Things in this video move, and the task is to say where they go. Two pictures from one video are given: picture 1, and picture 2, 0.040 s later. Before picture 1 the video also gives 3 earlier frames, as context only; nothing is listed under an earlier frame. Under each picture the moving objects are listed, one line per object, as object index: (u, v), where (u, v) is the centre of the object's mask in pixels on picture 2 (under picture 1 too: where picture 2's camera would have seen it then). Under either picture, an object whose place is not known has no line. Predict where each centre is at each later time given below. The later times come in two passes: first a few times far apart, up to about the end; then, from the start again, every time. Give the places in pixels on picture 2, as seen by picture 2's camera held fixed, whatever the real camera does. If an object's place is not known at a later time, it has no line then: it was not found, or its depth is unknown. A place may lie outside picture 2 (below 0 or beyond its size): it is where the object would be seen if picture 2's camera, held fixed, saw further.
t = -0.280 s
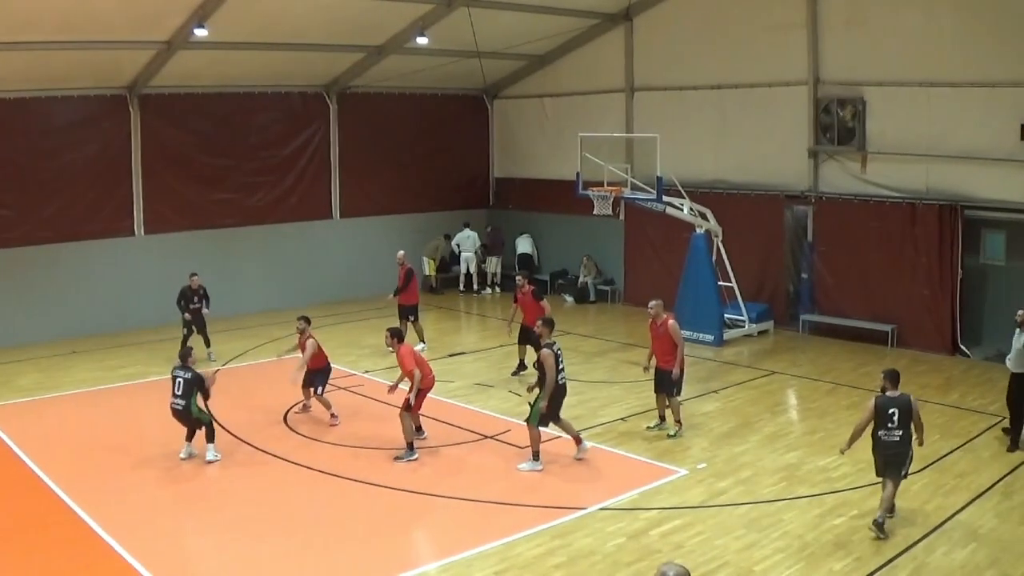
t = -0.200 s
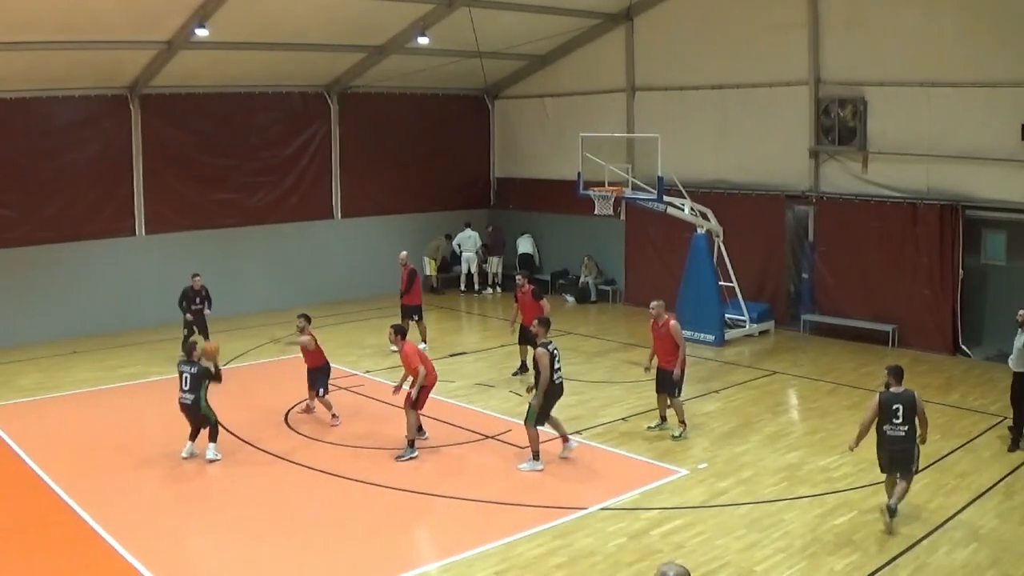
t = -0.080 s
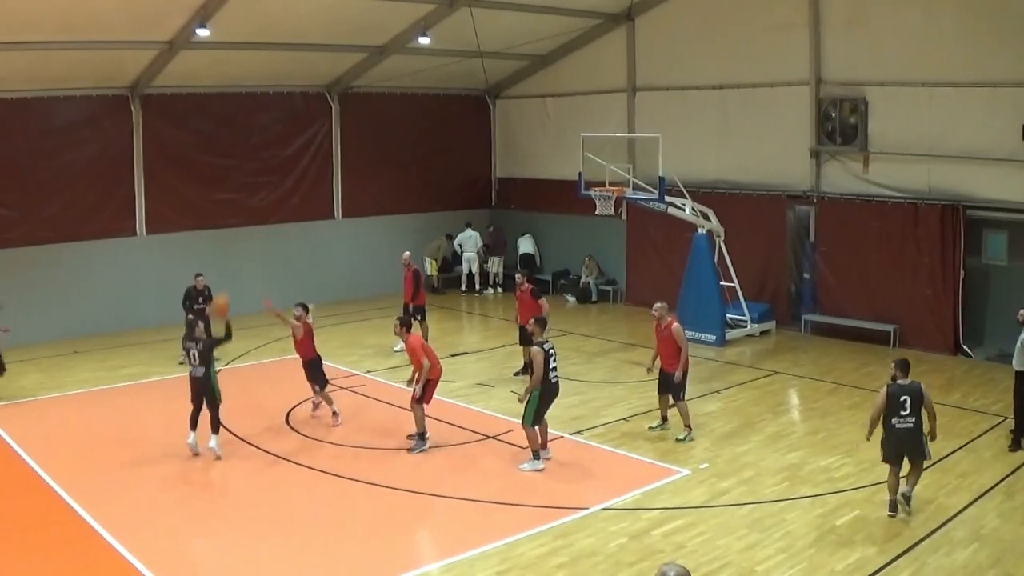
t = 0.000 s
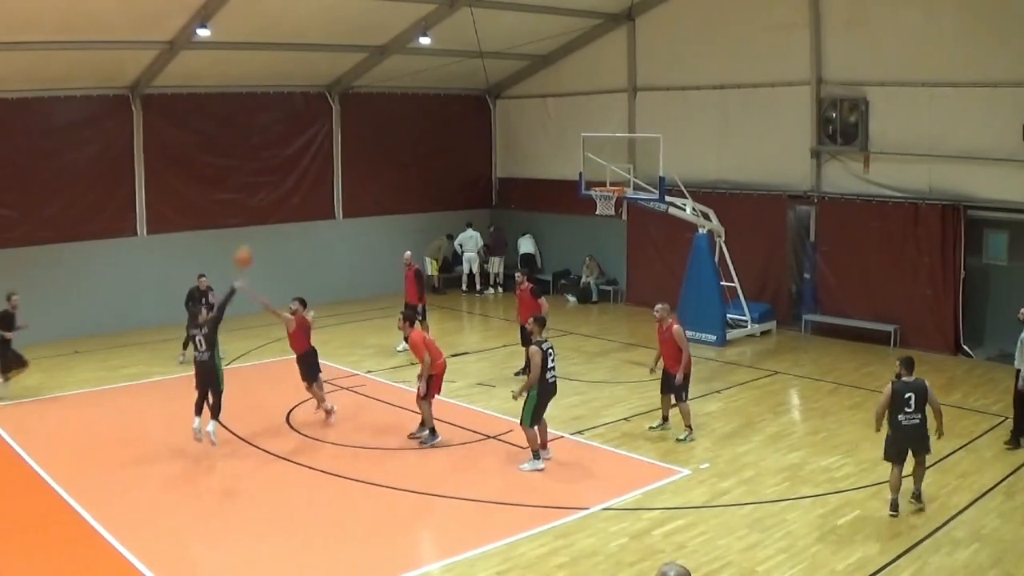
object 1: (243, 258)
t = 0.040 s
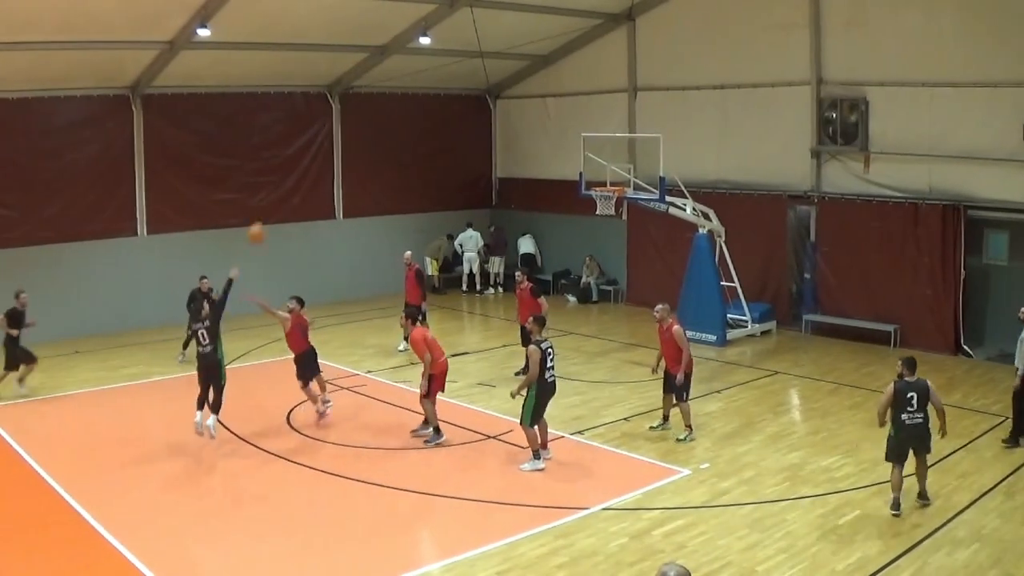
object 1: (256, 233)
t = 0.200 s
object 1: (306, 157)
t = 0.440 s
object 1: (376, 86)
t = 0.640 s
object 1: (427, 62)
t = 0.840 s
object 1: (471, 67)
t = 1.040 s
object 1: (514, 95)
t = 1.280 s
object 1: (565, 157)
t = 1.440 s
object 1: (587, 209)
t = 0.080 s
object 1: (269, 213)
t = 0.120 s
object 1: (281, 192)
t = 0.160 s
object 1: (294, 175)
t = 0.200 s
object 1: (306, 157)
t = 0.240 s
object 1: (319, 142)
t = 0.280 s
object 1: (330, 128)
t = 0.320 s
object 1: (343, 116)
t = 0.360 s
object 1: (354, 104)
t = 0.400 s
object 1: (365, 95)
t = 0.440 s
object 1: (376, 86)
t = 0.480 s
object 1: (388, 78)
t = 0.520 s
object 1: (398, 71)
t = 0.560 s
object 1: (409, 67)
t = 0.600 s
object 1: (417, 65)
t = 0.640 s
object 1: (427, 62)
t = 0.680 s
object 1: (436, 60)
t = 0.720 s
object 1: (445, 61)
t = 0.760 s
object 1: (455, 61)
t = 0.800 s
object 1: (462, 64)
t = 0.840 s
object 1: (471, 67)
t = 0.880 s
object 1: (480, 71)
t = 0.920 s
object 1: (488, 76)
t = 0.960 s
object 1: (498, 82)
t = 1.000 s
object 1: (507, 89)
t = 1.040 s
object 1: (514, 95)
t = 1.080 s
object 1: (525, 104)
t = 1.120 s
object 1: (534, 113)
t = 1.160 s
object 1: (543, 123)
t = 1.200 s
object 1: (550, 134)
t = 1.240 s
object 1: (557, 145)
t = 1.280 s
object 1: (565, 157)
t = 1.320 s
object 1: (571, 171)
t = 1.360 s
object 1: (579, 184)
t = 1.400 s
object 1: (584, 197)
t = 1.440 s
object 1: (587, 209)
